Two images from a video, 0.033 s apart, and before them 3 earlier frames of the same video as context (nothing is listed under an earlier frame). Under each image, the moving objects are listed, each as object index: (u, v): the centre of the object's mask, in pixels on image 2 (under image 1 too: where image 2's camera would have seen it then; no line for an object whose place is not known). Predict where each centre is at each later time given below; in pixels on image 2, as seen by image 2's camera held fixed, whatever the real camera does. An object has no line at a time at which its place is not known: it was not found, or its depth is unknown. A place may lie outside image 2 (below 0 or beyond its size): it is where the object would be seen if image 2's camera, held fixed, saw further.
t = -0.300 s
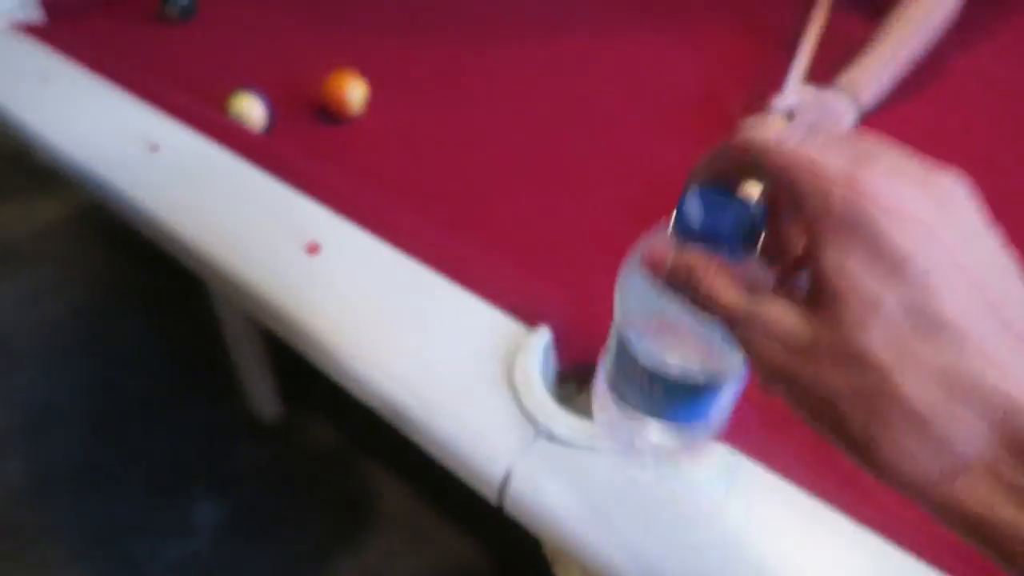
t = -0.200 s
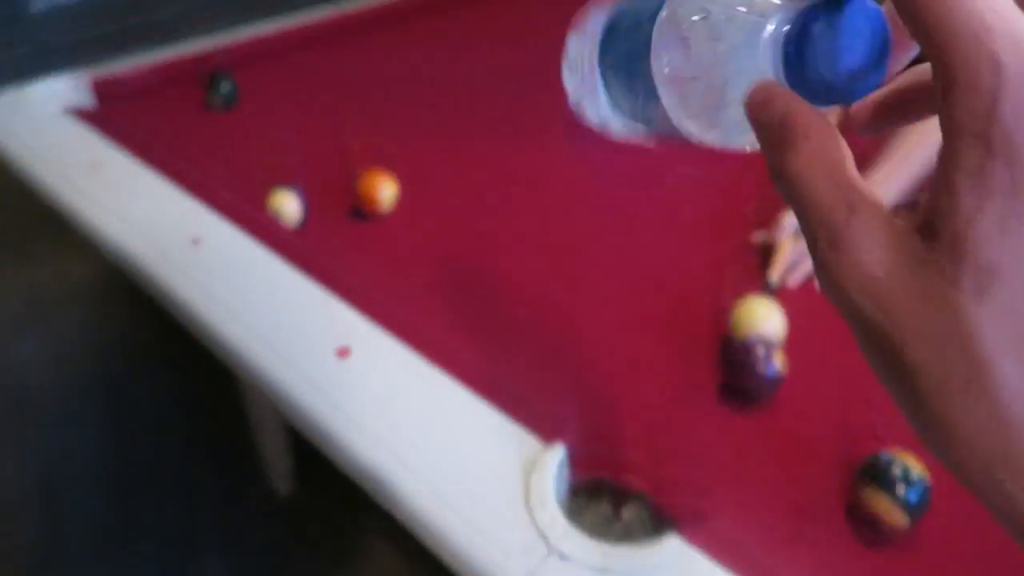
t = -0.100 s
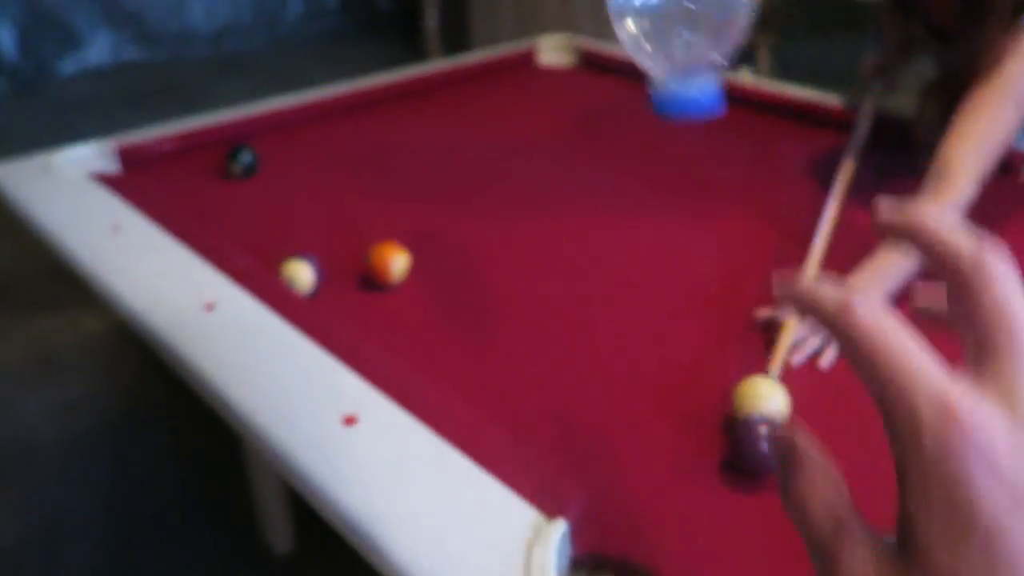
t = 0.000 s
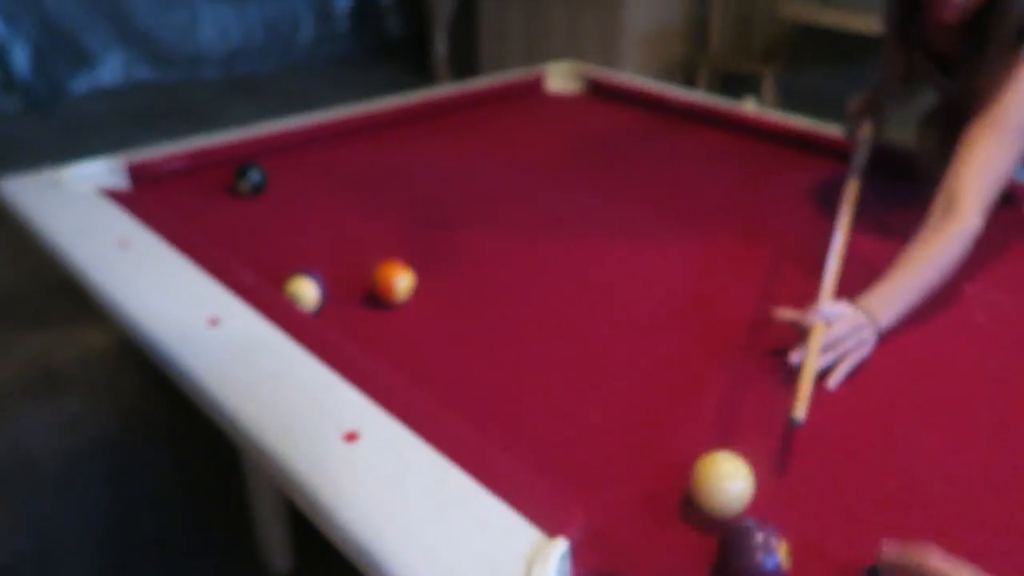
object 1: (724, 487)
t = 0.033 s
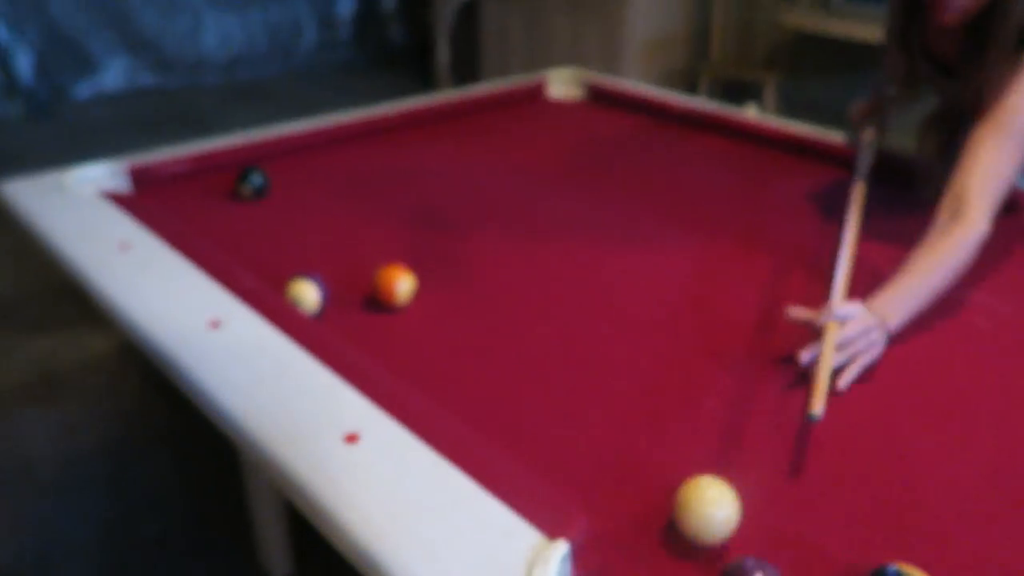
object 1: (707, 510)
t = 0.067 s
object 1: (689, 534)
